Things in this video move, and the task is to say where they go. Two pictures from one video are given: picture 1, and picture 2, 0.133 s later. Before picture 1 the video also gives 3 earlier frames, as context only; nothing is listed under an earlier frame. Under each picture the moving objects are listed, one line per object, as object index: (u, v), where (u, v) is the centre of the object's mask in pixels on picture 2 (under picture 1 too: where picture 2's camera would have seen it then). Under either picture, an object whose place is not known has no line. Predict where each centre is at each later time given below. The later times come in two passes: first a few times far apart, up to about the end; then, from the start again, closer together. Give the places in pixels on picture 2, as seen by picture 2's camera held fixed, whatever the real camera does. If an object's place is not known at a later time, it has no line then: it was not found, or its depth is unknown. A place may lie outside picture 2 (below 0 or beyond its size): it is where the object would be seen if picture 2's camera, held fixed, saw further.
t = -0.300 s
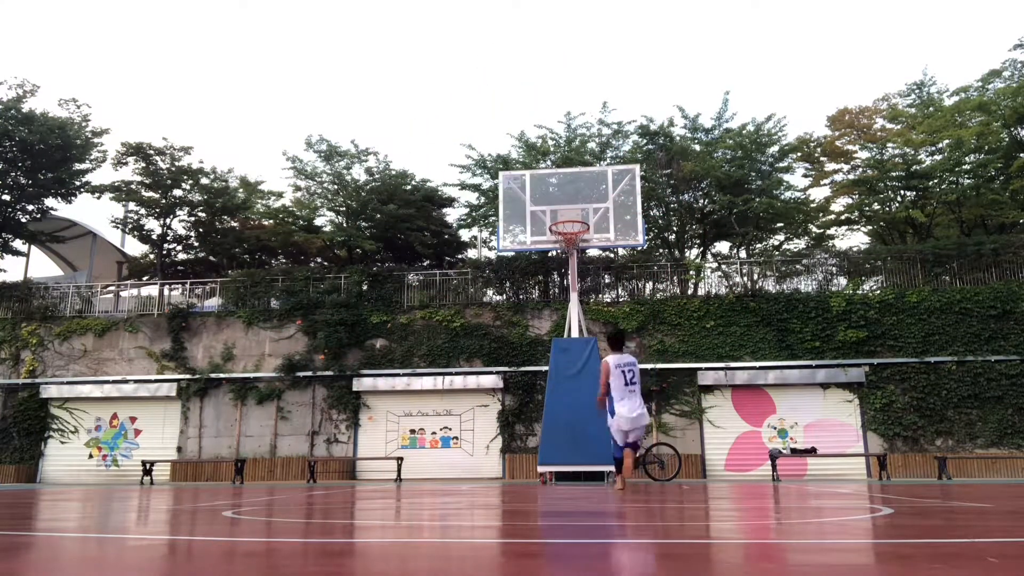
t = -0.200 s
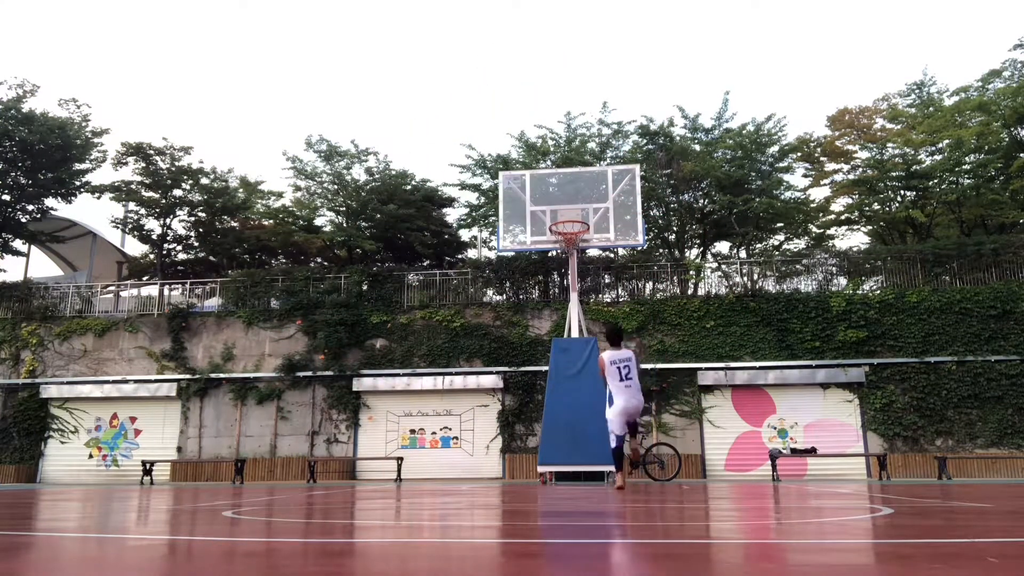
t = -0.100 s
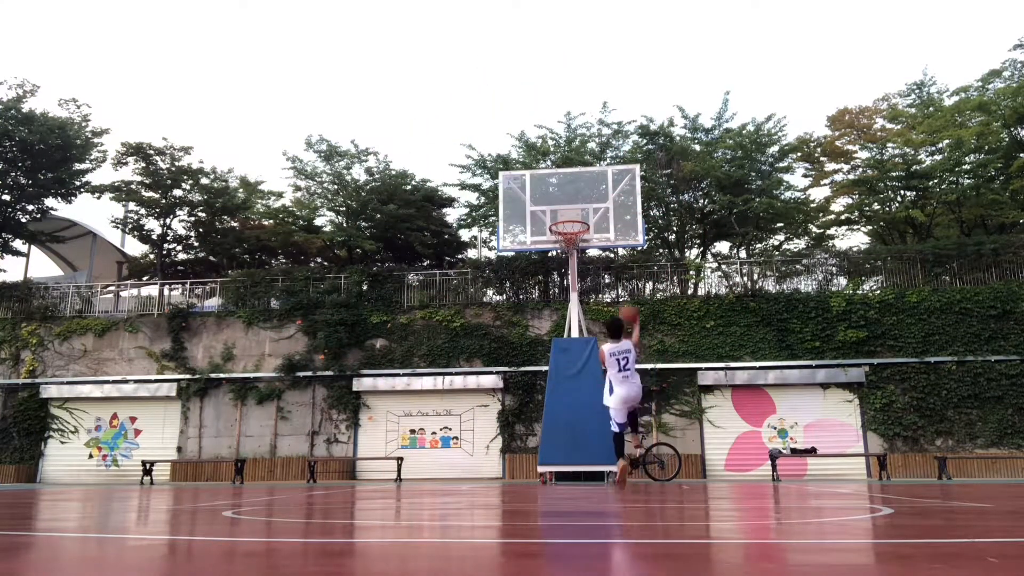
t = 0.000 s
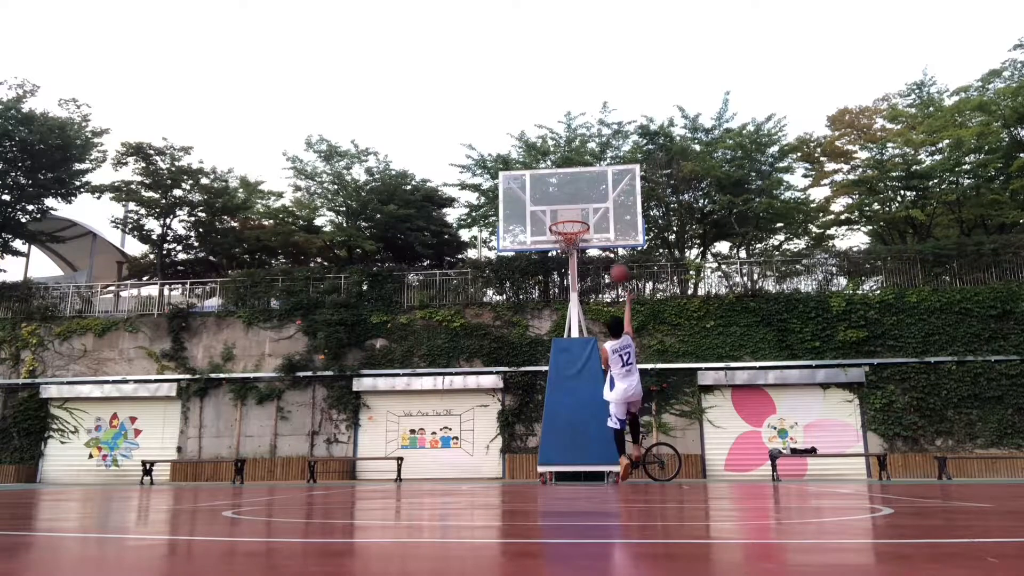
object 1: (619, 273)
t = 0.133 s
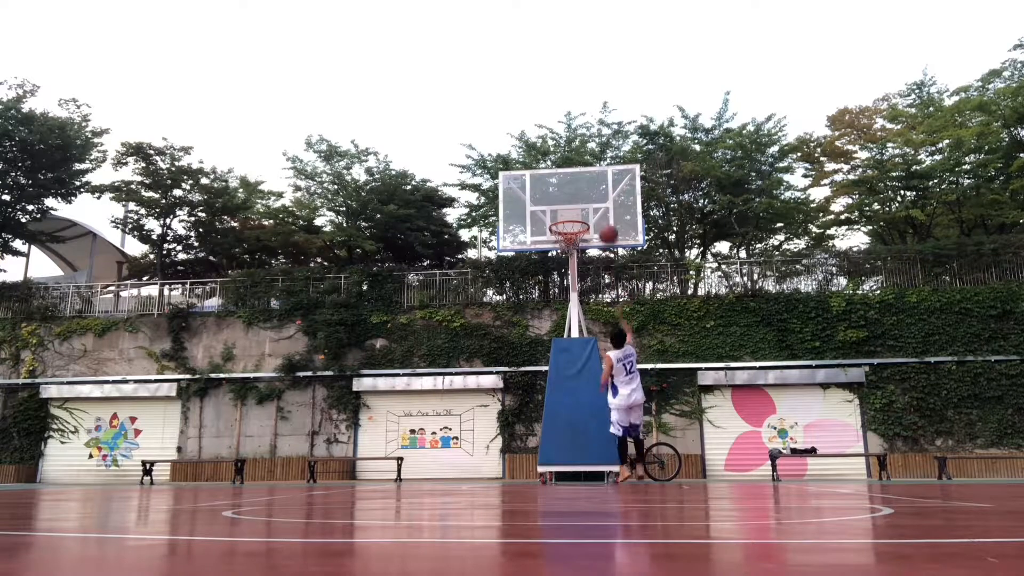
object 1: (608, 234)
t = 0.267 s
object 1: (599, 210)
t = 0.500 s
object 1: (580, 207)
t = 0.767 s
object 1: (566, 245)
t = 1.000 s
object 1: (572, 291)
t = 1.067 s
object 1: (576, 312)
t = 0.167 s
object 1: (603, 220)
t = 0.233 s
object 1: (601, 214)
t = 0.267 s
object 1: (599, 210)
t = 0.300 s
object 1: (596, 207)
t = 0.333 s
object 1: (593, 205)
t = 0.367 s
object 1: (591, 204)
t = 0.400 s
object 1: (588, 204)
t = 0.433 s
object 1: (585, 204)
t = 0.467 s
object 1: (582, 205)
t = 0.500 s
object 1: (580, 207)
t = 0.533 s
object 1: (577, 210)
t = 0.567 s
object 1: (575, 213)
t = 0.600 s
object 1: (572, 218)
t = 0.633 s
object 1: (570, 224)
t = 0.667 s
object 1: (567, 229)
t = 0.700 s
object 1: (566, 238)
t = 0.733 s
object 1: (565, 242)
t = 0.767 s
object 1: (566, 245)
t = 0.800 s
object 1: (567, 249)
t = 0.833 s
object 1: (568, 254)
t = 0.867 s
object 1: (568, 259)
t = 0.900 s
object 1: (569, 265)
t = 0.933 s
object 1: (570, 273)
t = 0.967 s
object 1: (571, 282)
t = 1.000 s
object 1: (572, 291)
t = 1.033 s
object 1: (574, 301)
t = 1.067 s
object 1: (576, 312)
